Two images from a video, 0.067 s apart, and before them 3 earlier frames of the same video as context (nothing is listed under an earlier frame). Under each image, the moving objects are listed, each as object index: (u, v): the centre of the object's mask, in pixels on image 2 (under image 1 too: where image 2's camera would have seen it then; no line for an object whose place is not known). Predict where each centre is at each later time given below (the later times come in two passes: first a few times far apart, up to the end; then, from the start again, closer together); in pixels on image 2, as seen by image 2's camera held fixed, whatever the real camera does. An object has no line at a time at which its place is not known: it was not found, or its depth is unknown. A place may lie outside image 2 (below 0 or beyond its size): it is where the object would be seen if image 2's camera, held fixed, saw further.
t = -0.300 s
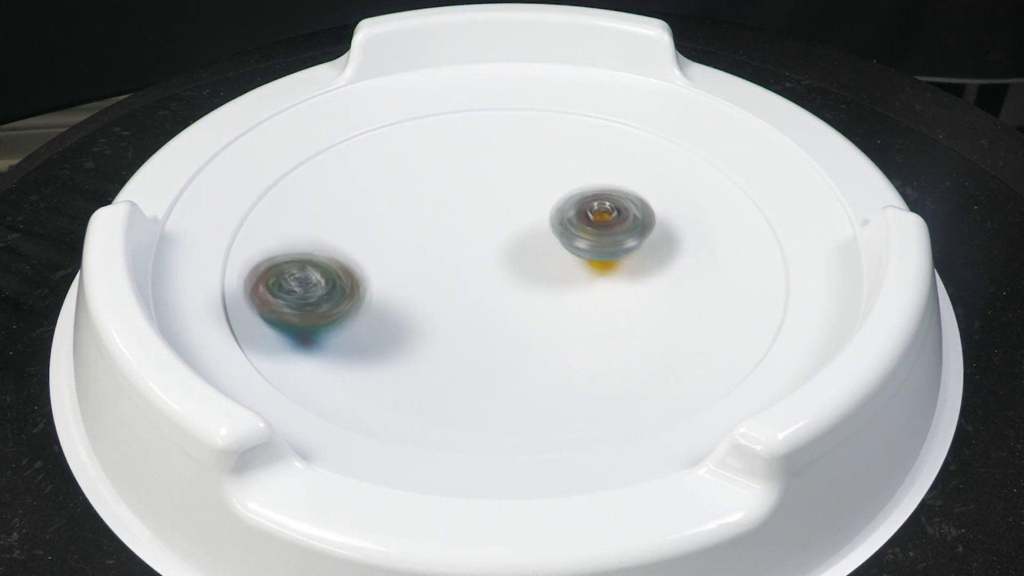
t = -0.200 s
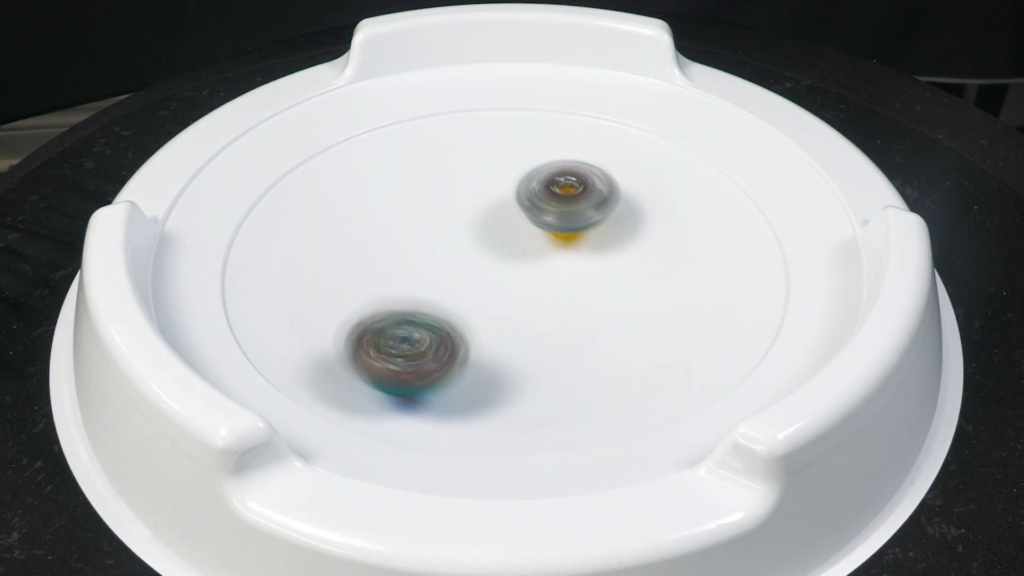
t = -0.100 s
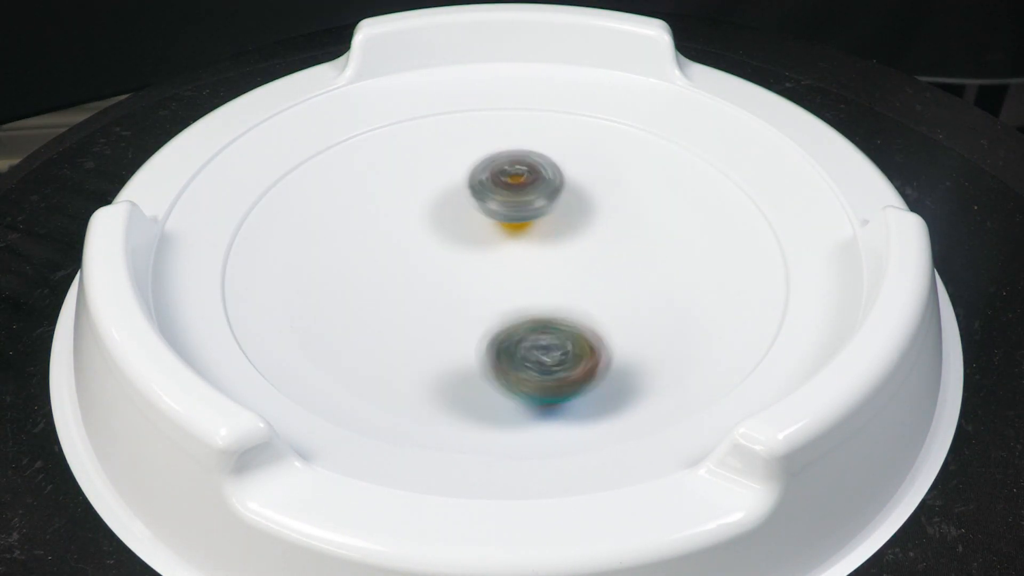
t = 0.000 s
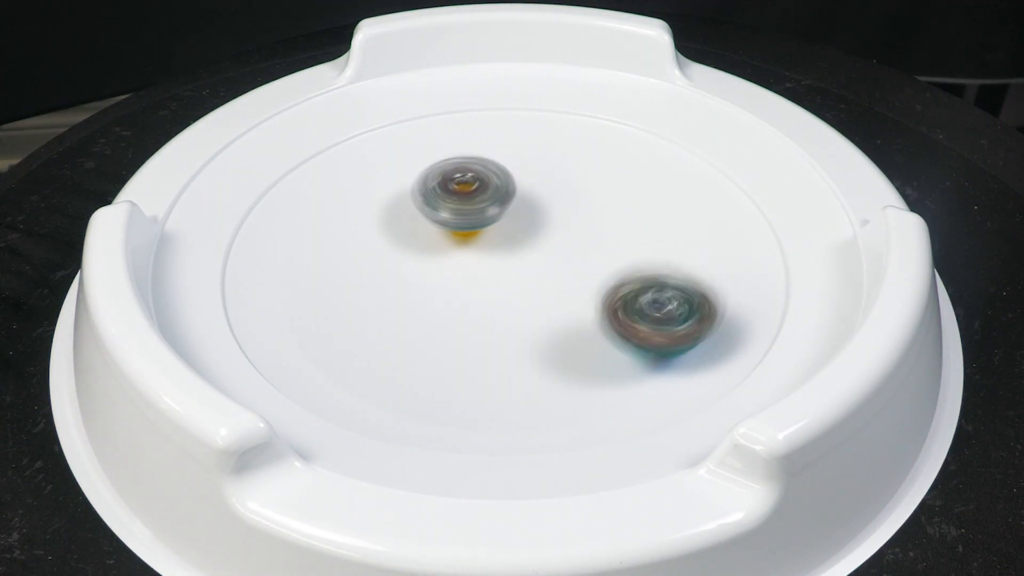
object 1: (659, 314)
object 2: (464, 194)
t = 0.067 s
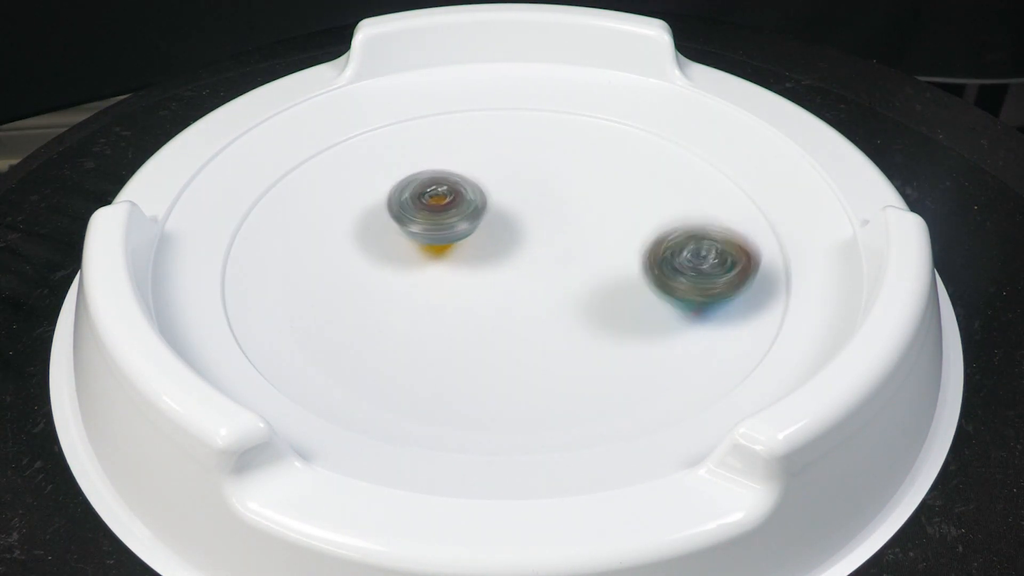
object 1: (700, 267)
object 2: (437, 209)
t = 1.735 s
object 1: (315, 283)
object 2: (505, 269)
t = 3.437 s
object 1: (540, 160)
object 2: (507, 261)
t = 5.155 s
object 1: (658, 286)
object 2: (507, 260)
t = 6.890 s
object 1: (379, 311)
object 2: (560, 265)
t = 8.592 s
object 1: (376, 229)
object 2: (610, 233)
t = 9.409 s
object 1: (458, 241)
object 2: (584, 224)
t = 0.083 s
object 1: (705, 253)
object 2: (432, 213)
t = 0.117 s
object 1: (709, 225)
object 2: (421, 223)
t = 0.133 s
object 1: (706, 215)
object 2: (416, 228)
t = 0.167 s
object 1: (698, 190)
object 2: (411, 240)
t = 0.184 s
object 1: (692, 180)
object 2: (411, 245)
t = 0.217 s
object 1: (674, 159)
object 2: (414, 255)
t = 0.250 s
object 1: (650, 141)
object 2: (419, 267)
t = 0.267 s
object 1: (638, 134)
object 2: (421, 272)
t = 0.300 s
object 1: (609, 122)
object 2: (429, 283)
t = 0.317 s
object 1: (592, 117)
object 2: (433, 288)
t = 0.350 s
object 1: (559, 111)
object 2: (446, 296)
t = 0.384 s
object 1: (526, 110)
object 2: (461, 302)
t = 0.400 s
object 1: (508, 111)
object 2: (469, 304)
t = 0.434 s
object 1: (474, 117)
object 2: (486, 309)
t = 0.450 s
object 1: (456, 121)
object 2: (495, 310)
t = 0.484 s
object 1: (424, 133)
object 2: (512, 310)
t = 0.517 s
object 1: (396, 147)
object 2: (528, 308)
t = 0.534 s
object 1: (382, 157)
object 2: (537, 306)
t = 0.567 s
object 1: (359, 179)
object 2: (553, 301)
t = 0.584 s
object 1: (351, 190)
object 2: (562, 299)
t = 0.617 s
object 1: (338, 214)
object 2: (574, 292)
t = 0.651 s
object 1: (331, 240)
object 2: (581, 283)
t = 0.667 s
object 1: (332, 251)
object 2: (584, 279)
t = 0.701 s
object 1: (338, 277)
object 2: (588, 269)
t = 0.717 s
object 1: (344, 290)
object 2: (590, 263)
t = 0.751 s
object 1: (363, 312)
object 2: (592, 253)
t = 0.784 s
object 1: (388, 333)
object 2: (587, 247)
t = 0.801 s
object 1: (404, 342)
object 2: (583, 244)
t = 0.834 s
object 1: (441, 357)
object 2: (574, 239)
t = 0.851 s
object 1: (460, 362)
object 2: (569, 235)
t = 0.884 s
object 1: (502, 369)
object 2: (560, 229)
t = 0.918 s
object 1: (546, 369)
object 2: (551, 226)
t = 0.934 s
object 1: (568, 367)
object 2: (547, 226)
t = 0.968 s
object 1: (608, 360)
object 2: (536, 227)
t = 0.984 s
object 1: (628, 352)
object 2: (530, 228)
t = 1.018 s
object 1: (661, 334)
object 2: (518, 228)
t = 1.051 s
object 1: (687, 316)
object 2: (507, 227)
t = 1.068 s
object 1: (697, 305)
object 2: (502, 228)
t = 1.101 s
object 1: (709, 282)
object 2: (496, 232)
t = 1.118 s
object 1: (712, 271)
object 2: (495, 234)
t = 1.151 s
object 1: (711, 247)
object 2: (495, 239)
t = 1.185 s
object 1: (703, 225)
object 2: (492, 245)
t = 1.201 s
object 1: (697, 215)
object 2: (489, 248)
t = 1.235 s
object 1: (678, 196)
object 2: (485, 250)
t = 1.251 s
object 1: (666, 186)
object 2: (483, 250)
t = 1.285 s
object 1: (640, 172)
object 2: (481, 251)
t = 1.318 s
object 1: (611, 160)
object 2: (485, 251)
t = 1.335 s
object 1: (592, 155)
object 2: (488, 252)
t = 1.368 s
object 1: (557, 149)
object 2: (497, 253)
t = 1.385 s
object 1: (541, 148)
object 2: (502, 253)
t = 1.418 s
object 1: (504, 146)
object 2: (510, 254)
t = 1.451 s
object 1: (470, 147)
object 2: (517, 256)
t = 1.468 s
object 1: (453, 149)
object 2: (521, 258)
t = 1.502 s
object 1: (420, 156)
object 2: (525, 261)
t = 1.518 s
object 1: (404, 161)
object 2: (526, 263)
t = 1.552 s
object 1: (374, 173)
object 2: (526, 268)
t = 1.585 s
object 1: (348, 188)
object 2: (523, 272)
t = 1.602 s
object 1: (337, 196)
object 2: (520, 274)
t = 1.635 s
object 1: (320, 216)
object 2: (512, 275)
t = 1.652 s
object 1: (314, 226)
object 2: (507, 273)
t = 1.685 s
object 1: (309, 249)
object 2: (503, 270)
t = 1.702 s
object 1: (307, 261)
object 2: (502, 269)
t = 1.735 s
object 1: (315, 283)
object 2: (505, 269)
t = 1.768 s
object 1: (331, 304)
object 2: (509, 268)
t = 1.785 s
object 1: (341, 315)
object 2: (510, 267)
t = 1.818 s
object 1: (368, 333)
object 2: (512, 266)
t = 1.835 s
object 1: (386, 341)
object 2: (512, 265)
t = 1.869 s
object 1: (423, 352)
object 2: (512, 264)
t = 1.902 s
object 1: (464, 358)
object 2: (511, 263)
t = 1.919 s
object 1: (484, 359)
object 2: (511, 263)
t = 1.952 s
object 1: (526, 356)
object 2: (510, 262)
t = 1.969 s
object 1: (545, 353)
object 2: (509, 262)
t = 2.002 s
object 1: (581, 342)
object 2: (509, 261)
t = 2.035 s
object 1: (613, 327)
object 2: (508, 261)
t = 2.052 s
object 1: (627, 318)
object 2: (508, 261)
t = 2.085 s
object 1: (648, 299)
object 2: (508, 260)
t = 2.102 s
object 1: (657, 288)
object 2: (508, 260)
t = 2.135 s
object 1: (669, 265)
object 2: (508, 260)
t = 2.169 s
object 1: (674, 240)
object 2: (507, 259)
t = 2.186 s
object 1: (673, 232)
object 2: (507, 259)
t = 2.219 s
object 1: (668, 210)
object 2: (507, 259)
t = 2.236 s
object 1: (663, 198)
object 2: (507, 258)
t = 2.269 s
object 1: (649, 178)
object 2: (507, 258)
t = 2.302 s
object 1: (629, 161)
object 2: (509, 257)
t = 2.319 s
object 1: (617, 153)
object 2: (509, 257)
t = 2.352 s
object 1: (591, 141)
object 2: (510, 258)
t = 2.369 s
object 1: (577, 136)
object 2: (510, 258)
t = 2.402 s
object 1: (546, 129)
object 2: (510, 258)
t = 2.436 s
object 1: (514, 126)
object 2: (510, 259)
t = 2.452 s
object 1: (499, 126)
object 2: (510, 259)
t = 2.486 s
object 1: (467, 130)
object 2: (509, 260)
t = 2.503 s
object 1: (452, 134)
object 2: (509, 260)
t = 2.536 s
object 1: (423, 144)
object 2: (508, 260)
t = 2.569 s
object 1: (399, 158)
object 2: (507, 260)
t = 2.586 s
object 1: (387, 165)
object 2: (507, 260)
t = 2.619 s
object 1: (368, 185)
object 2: (507, 260)
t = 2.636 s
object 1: (361, 194)
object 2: (507, 260)
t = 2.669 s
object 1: (352, 218)
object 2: (508, 259)
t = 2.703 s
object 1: (349, 241)
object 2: (509, 260)
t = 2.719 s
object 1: (351, 251)
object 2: (509, 260)
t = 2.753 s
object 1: (357, 274)
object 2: (509, 260)
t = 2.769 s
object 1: (364, 285)
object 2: (509, 260)
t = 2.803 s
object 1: (384, 305)
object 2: (509, 261)
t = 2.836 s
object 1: (410, 322)
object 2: (508, 261)
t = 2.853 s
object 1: (424, 330)
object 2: (508, 261)
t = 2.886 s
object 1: (455, 343)
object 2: (508, 261)
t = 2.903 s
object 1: (474, 346)
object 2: (508, 261)
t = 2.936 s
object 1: (512, 352)
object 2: (507, 261)
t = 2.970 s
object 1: (551, 352)
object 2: (507, 261)
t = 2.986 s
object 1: (568, 349)
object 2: (507, 261)
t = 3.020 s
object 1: (603, 341)
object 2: (507, 261)
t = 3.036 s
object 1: (620, 335)
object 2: (507, 260)
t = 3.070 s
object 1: (649, 321)
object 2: (506, 261)
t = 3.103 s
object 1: (671, 303)
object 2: (506, 261)
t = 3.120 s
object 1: (679, 294)
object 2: (506, 261)
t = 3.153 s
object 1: (691, 274)
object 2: (506, 261)
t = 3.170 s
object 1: (693, 263)
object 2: (507, 261)
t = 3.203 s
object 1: (693, 243)
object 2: (507, 261)
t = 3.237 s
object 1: (686, 224)
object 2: (506, 261)
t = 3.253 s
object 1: (680, 214)
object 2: (506, 261)
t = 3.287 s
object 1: (663, 197)
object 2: (505, 261)
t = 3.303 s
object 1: (653, 191)
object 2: (505, 261)
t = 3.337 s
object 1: (628, 177)
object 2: (505, 261)
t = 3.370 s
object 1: (601, 168)
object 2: (506, 260)
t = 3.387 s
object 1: (586, 165)
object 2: (506, 260)
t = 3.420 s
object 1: (555, 160)
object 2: (507, 260)
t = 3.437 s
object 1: (540, 160)
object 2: (507, 261)
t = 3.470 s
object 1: (508, 160)
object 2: (506, 261)
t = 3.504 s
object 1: (477, 163)
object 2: (505, 262)
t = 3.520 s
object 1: (460, 165)
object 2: (505, 262)
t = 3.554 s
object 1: (431, 173)
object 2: (504, 261)
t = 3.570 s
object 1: (419, 178)
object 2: (503, 261)
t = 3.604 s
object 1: (392, 190)
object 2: (503, 260)
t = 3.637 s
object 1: (370, 204)
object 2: (505, 260)
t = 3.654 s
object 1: (361, 213)
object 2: (505, 260)
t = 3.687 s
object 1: (346, 231)
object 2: (507, 260)
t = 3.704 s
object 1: (342, 239)
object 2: (507, 260)
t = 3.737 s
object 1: (337, 259)
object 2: (507, 261)
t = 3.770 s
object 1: (340, 279)
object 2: (507, 261)
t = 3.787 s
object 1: (344, 289)
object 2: (506, 262)
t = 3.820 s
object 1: (358, 307)
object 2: (505, 261)
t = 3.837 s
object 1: (368, 315)
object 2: (505, 261)
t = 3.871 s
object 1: (393, 331)
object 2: (505, 261)
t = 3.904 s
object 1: (424, 342)
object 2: (505, 260)
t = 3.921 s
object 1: (439, 346)
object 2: (505, 260)
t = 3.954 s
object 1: (474, 351)
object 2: (506, 260)
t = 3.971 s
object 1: (493, 351)
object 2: (507, 260)
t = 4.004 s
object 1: (529, 348)
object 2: (507, 259)
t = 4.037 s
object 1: (562, 338)
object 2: (507, 260)
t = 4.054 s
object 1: (576, 333)
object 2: (507, 261)
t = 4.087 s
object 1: (602, 318)
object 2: (506, 261)
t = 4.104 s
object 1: (613, 309)
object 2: (506, 261)
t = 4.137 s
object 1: (632, 292)
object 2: (505, 261)
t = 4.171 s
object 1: (644, 272)
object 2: (505, 261)
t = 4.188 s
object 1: (646, 265)
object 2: (505, 260)
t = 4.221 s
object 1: (649, 245)
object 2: (506, 260)
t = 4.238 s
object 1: (648, 233)
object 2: (506, 259)
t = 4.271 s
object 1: (642, 215)
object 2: (508, 260)
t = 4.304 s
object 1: (631, 197)
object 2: (508, 260)
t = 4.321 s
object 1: (623, 189)
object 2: (508, 261)
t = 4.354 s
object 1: (604, 174)
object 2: (508, 261)
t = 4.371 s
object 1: (594, 165)
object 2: (508, 261)
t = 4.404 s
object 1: (570, 156)
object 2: (507, 261)
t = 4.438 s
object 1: (544, 148)
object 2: (506, 261)
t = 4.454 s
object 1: (532, 145)
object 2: (506, 261)
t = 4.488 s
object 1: (503, 144)
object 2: (506, 260)
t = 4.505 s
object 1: (488, 144)
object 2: (506, 260)
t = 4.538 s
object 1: (461, 148)
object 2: (506, 260)
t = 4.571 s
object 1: (436, 155)
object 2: (507, 260)
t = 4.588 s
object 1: (424, 160)
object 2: (507, 259)
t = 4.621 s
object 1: (403, 174)
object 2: (508, 260)
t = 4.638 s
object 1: (394, 182)
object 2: (508, 260)
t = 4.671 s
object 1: (379, 200)
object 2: (508, 260)
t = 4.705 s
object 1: (371, 219)
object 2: (508, 260)
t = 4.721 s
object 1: (368, 229)
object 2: (508, 261)
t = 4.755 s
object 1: (369, 249)
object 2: (507, 261)
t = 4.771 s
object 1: (371, 258)
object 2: (507, 261)
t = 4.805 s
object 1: (383, 278)
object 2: (507, 261)
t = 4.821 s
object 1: (390, 288)
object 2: (507, 261)
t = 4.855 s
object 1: (409, 304)
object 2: (507, 260)
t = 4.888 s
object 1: (434, 318)
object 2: (508, 260)
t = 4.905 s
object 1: (448, 325)
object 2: (508, 259)
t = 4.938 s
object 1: (479, 333)
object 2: (509, 258)
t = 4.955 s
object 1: (495, 335)
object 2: (509, 257)
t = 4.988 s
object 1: (530, 337)
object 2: (509, 259)
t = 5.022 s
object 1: (562, 333)
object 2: (508, 260)
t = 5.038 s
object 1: (577, 331)
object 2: (508, 260)
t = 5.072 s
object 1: (606, 322)
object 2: (507, 260)
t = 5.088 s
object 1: (619, 317)
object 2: (507, 260)
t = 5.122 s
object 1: (642, 302)
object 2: (507, 260)
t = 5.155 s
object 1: (658, 286)
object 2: (507, 260)
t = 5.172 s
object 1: (663, 277)
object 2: (508, 260)
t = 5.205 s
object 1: (671, 260)
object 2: (508, 260)
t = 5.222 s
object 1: (670, 251)
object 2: (509, 260)
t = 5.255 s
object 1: (666, 234)
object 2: (509, 260)
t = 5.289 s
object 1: (657, 218)
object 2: (509, 261)
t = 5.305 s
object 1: (649, 210)
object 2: (509, 261)
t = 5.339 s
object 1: (631, 195)
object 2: (507, 261)
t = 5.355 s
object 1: (621, 192)
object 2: (506, 261)
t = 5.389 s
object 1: (599, 182)
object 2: (505, 260)
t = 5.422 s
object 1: (573, 176)
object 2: (505, 260)
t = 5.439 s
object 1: (557, 175)
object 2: (506, 259)
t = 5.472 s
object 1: (530, 174)
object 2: (506, 259)
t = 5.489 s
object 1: (516, 173)
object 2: (507, 259)
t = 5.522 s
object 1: (487, 175)
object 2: (508, 260)
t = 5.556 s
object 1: (460, 183)
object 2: (509, 259)
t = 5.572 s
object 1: (449, 187)
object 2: (508, 260)
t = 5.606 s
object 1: (424, 197)
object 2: (509, 260)
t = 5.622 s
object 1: (413, 202)
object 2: (508, 261)
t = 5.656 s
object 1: (394, 216)
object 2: (506, 261)
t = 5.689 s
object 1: (380, 231)
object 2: (506, 260)
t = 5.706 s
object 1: (374, 239)
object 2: (504, 260)
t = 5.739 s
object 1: (367, 255)
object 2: (506, 260)
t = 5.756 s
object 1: (367, 265)
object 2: (506, 259)
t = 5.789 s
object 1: (369, 282)
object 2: (507, 259)
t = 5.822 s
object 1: (379, 299)
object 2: (508, 260)
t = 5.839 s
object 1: (387, 307)
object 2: (509, 260)
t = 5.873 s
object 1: (407, 320)
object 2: (509, 261)
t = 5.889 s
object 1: (418, 326)
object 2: (509, 261)
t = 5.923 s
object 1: (445, 335)
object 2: (508, 261)
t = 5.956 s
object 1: (475, 340)
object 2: (507, 261)
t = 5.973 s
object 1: (491, 340)
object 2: (506, 260)
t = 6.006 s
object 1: (521, 337)
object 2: (505, 259)
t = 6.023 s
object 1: (536, 335)
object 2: (504, 259)
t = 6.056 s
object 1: (564, 326)
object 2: (504, 259)
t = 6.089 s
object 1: (586, 313)
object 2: (505, 259)
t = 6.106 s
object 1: (594, 307)
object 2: (505, 259)
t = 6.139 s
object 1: (609, 291)
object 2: (506, 259)
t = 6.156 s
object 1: (615, 283)
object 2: (507, 259)
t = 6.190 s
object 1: (622, 265)
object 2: (507, 259)
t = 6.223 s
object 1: (624, 248)
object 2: (507, 260)
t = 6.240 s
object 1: (622, 237)
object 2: (507, 260)
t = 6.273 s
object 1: (617, 222)
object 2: (507, 260)
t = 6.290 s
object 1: (611, 214)
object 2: (506, 260)
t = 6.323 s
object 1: (599, 198)
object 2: (506, 260)
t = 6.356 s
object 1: (582, 184)
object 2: (506, 260)
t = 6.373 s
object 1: (572, 180)
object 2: (506, 260)
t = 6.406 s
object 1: (551, 172)
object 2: (506, 260)
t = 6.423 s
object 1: (540, 168)
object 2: (506, 260)
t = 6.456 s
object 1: (515, 164)
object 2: (507, 260)
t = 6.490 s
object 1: (491, 163)
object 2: (507, 260)
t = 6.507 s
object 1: (478, 164)
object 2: (507, 260)
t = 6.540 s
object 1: (454, 169)
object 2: (507, 260)
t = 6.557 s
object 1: (444, 172)
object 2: (507, 260)
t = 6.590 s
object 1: (424, 182)
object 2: (507, 260)
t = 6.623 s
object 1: (407, 195)
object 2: (507, 260)
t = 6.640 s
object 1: (401, 203)
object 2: (507, 260)
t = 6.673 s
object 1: (393, 219)
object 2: (506, 260)
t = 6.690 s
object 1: (390, 227)
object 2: (506, 261)
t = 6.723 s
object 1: (389, 245)
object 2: (506, 260)
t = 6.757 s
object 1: (394, 262)
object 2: (506, 260)
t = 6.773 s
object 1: (396, 270)
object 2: (509, 262)
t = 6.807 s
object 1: (383, 281)
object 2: (534, 262)
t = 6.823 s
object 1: (380, 287)
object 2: (541, 263)
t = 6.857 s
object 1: (376, 299)
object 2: (554, 264)
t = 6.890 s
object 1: (379, 311)
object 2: (560, 265)
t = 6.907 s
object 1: (383, 317)
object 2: (561, 266)
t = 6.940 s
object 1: (395, 329)
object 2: (562, 266)
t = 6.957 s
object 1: (404, 334)
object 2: (563, 265)
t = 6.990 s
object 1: (424, 339)
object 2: (563, 265)
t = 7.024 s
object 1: (446, 342)
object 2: (565, 264)
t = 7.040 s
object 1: (458, 342)
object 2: (566, 263)
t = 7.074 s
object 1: (482, 338)
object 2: (567, 263)
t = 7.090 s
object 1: (495, 335)
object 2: (567, 264)
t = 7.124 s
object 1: (513, 328)
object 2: (569, 262)
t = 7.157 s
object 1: (520, 322)
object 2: (579, 257)
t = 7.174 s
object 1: (521, 320)
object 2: (585, 253)
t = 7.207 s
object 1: (524, 313)
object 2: (593, 247)
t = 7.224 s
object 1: (524, 309)
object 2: (596, 247)
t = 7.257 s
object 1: (521, 301)
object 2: (598, 245)
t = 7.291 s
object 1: (512, 294)
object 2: (604, 241)
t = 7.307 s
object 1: (505, 291)
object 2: (605, 238)
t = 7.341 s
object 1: (491, 286)
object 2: (606, 237)
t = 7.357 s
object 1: (481, 283)
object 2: (606, 237)
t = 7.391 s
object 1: (467, 279)
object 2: (605, 235)
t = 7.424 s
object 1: (451, 274)
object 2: (604, 234)
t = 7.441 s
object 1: (444, 272)
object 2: (604, 233)
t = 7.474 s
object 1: (429, 269)
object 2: (603, 232)
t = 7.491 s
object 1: (422, 267)
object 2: (602, 232)
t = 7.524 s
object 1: (410, 264)
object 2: (599, 232)
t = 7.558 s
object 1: (400, 263)
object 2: (597, 232)
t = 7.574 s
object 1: (397, 263)
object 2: (596, 232)
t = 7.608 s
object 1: (392, 263)
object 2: (592, 233)
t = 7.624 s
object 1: (392, 261)
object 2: (590, 233)
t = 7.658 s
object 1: (391, 262)
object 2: (586, 234)
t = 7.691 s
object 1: (395, 262)
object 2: (581, 235)
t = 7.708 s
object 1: (398, 263)
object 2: (578, 235)
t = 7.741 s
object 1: (406, 263)
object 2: (573, 236)
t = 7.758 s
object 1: (409, 263)
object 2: (570, 237)
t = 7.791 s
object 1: (420, 260)
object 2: (564, 238)
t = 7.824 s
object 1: (434, 258)
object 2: (558, 238)
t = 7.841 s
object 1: (440, 255)
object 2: (555, 238)
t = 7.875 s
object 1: (443, 251)
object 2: (562, 237)
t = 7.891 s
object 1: (439, 249)
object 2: (572, 236)
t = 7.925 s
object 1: (431, 246)
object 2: (587, 236)
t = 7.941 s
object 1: (428, 243)
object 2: (592, 236)
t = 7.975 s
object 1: (421, 240)
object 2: (593, 236)
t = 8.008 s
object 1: (416, 239)
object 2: (591, 236)
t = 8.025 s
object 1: (414, 238)
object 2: (591, 236)
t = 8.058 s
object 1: (414, 237)
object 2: (589, 234)
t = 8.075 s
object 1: (414, 238)
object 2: (587, 233)
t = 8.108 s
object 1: (418, 238)
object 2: (586, 231)
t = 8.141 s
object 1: (423, 239)
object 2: (584, 230)
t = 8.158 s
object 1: (426, 240)
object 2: (583, 231)
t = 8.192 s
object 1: (434, 241)
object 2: (580, 230)
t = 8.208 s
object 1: (440, 241)
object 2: (579, 230)
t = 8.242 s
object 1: (448, 242)
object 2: (575, 230)
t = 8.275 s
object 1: (464, 241)
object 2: (572, 230)
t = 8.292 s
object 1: (455, 237)
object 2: (581, 229)
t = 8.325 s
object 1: (441, 234)
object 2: (603, 229)
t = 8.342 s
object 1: (434, 234)
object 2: (611, 229)
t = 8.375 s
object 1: (425, 230)
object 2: (620, 230)
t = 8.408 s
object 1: (414, 227)
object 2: (622, 232)
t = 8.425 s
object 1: (407, 227)
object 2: (621, 233)
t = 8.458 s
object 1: (394, 222)
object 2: (619, 232)
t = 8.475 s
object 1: (391, 223)
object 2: (618, 231)
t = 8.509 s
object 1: (381, 223)
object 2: (616, 231)
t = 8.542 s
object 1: (378, 224)
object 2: (614, 231)
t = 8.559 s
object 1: (375, 224)
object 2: (613, 232)
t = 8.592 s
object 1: (376, 229)
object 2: (610, 233)
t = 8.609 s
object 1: (379, 231)
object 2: (608, 233)
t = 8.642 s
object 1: (383, 235)
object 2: (604, 234)
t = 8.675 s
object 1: (394, 239)
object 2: (600, 235)
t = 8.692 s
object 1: (400, 242)
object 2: (598, 236)
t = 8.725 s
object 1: (411, 244)
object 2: (594, 237)
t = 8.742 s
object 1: (419, 247)
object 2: (590, 237)
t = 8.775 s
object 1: (436, 250)
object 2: (585, 238)
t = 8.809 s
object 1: (449, 254)
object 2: (580, 238)
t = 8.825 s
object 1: (456, 253)
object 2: (577, 239)
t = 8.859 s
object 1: (469, 255)
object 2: (573, 239)
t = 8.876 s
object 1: (465, 256)
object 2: (583, 238)
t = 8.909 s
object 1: (447, 259)
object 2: (607, 237)
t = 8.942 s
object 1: (437, 257)
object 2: (622, 236)
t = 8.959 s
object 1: (432, 257)
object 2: (626, 234)
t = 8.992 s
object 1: (425, 254)
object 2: (629, 236)
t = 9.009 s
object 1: (423, 255)
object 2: (629, 237)
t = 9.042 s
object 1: (419, 252)
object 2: (624, 236)
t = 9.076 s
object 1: (415, 249)
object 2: (620, 234)
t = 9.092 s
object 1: (413, 246)
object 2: (619, 234)
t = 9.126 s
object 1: (411, 243)
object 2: (616, 233)
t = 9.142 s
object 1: (412, 242)
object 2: (614, 231)
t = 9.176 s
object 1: (414, 240)
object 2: (611, 230)
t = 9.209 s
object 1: (417, 237)
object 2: (608, 229)
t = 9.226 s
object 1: (420, 236)
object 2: (605, 228)
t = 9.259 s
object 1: (429, 235)
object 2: (602, 227)
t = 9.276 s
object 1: (433, 234)
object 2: (600, 227)
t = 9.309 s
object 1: (442, 234)
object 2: (597, 226)
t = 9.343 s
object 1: (447, 237)
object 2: (593, 226)
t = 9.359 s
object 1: (449, 238)
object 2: (591, 226)
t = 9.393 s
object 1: (454, 239)
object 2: (587, 225)
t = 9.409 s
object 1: (458, 241)
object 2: (584, 224)
